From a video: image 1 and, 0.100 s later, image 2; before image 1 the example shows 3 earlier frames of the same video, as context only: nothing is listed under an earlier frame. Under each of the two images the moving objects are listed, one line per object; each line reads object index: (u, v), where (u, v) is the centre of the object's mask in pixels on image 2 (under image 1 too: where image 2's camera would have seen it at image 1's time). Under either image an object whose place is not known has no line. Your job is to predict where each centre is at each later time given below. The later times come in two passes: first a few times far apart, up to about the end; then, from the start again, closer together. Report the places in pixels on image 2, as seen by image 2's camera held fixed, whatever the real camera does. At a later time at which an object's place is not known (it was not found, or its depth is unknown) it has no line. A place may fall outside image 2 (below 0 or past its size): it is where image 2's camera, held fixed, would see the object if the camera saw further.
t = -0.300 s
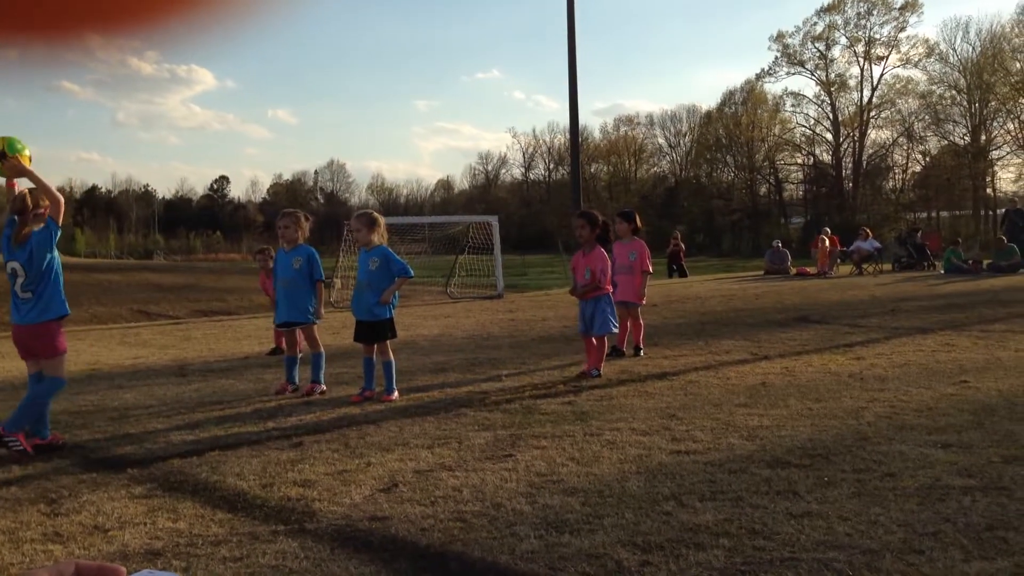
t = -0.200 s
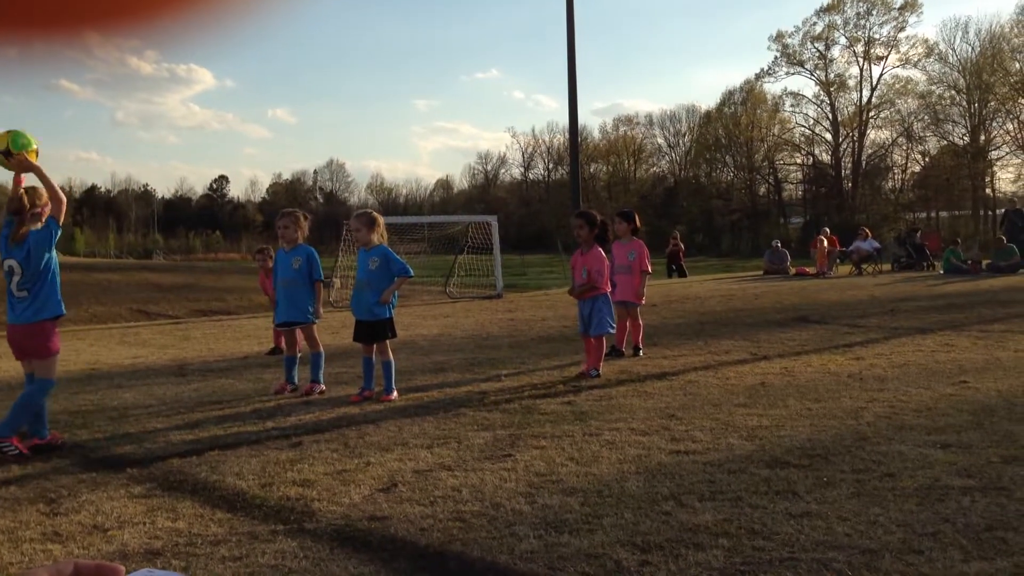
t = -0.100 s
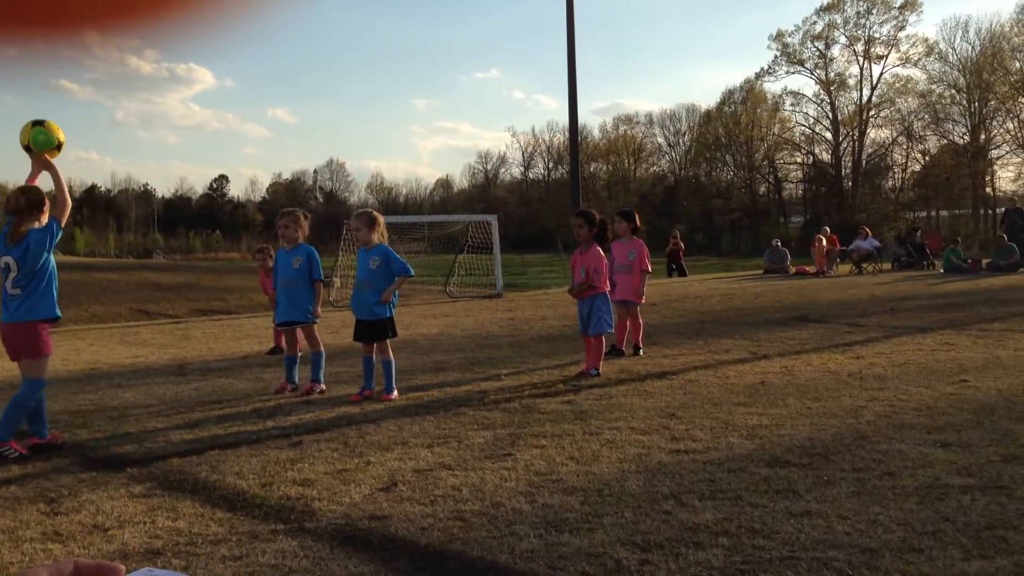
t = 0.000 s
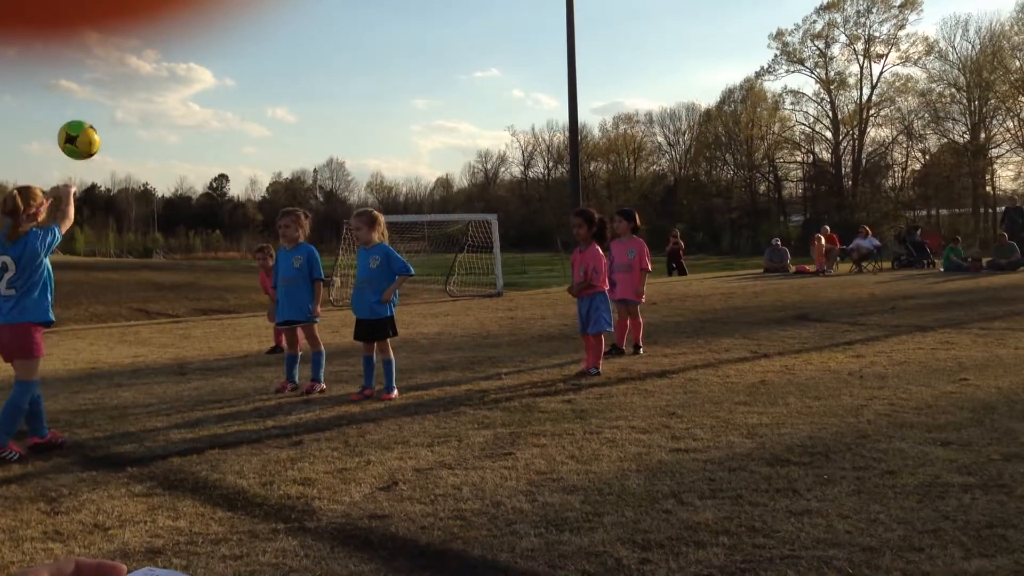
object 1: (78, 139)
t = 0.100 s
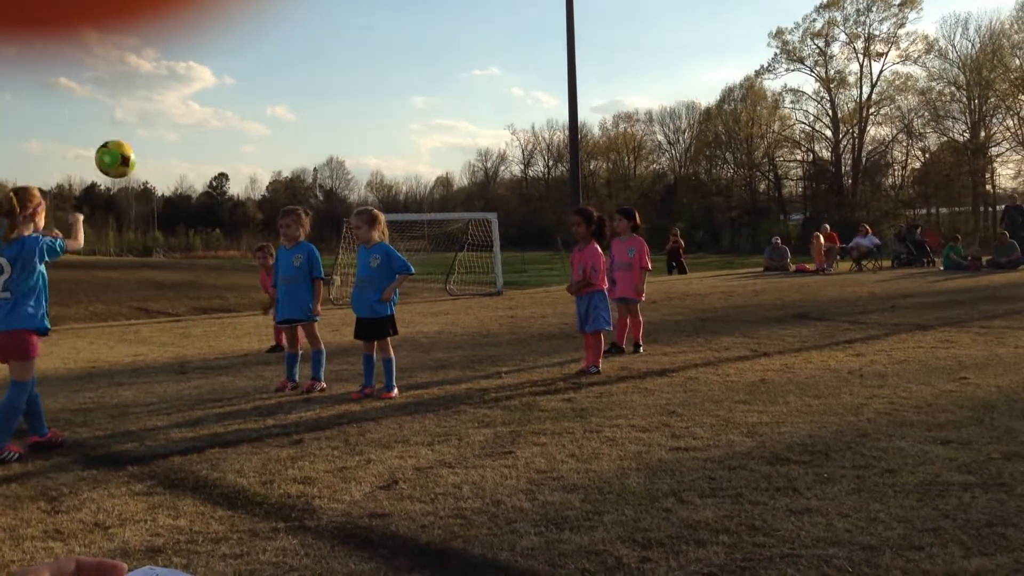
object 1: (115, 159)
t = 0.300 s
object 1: (182, 249)
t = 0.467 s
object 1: (231, 372)
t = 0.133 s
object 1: (127, 170)
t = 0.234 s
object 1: (161, 213)
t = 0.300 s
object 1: (182, 249)
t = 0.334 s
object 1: (194, 271)
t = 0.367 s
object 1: (202, 294)
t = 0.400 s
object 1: (212, 319)
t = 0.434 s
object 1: (222, 345)
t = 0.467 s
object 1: (231, 372)
